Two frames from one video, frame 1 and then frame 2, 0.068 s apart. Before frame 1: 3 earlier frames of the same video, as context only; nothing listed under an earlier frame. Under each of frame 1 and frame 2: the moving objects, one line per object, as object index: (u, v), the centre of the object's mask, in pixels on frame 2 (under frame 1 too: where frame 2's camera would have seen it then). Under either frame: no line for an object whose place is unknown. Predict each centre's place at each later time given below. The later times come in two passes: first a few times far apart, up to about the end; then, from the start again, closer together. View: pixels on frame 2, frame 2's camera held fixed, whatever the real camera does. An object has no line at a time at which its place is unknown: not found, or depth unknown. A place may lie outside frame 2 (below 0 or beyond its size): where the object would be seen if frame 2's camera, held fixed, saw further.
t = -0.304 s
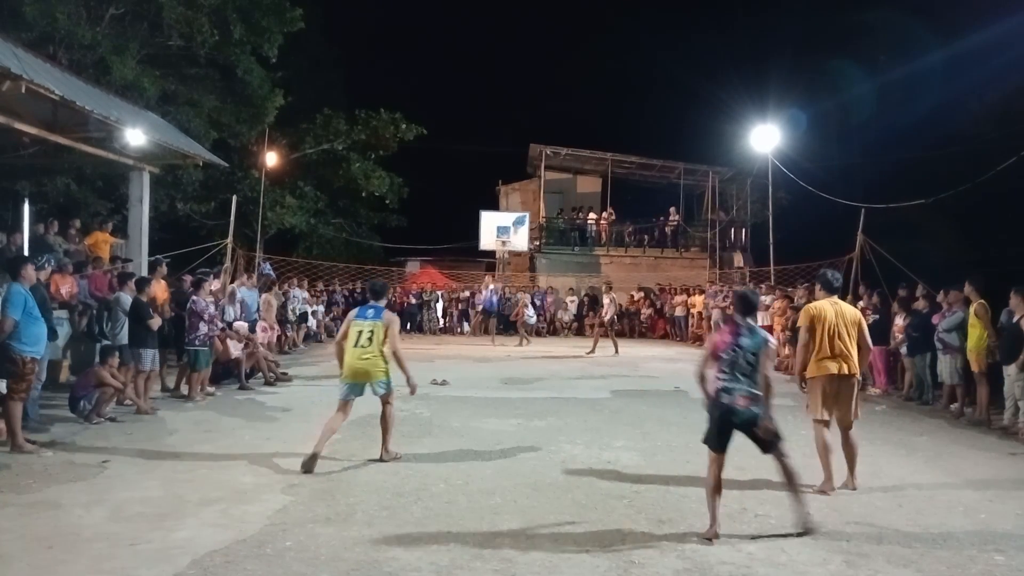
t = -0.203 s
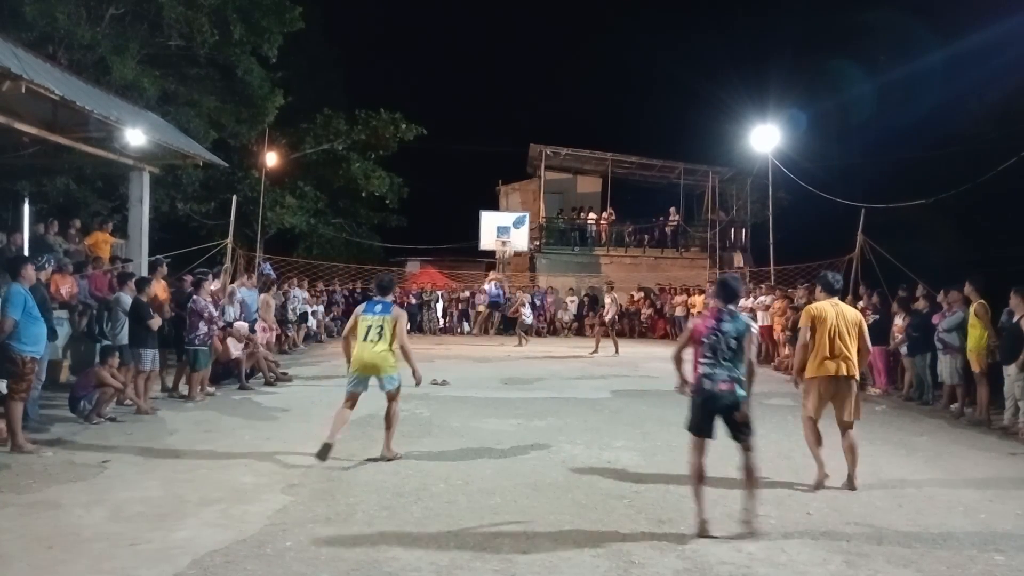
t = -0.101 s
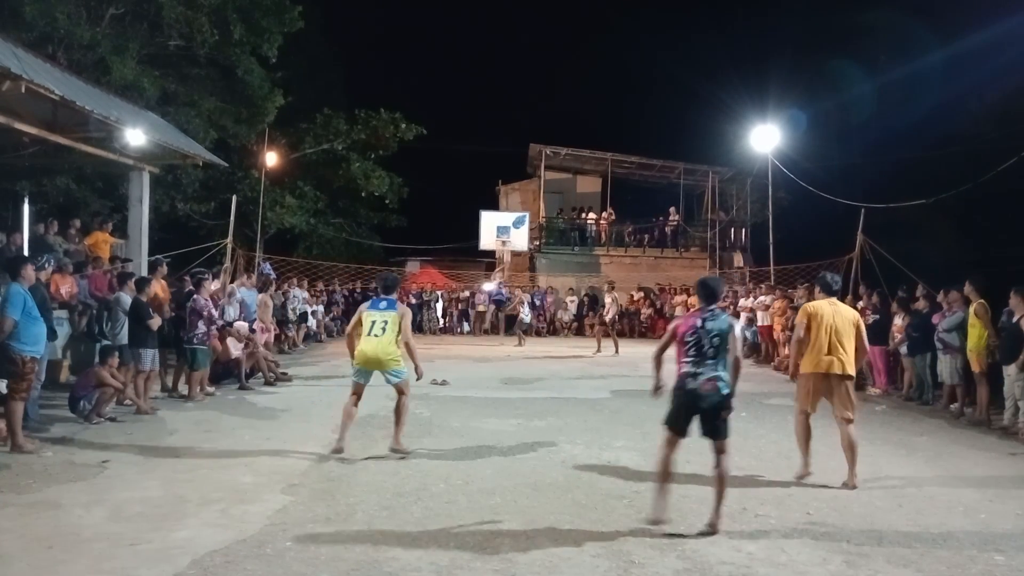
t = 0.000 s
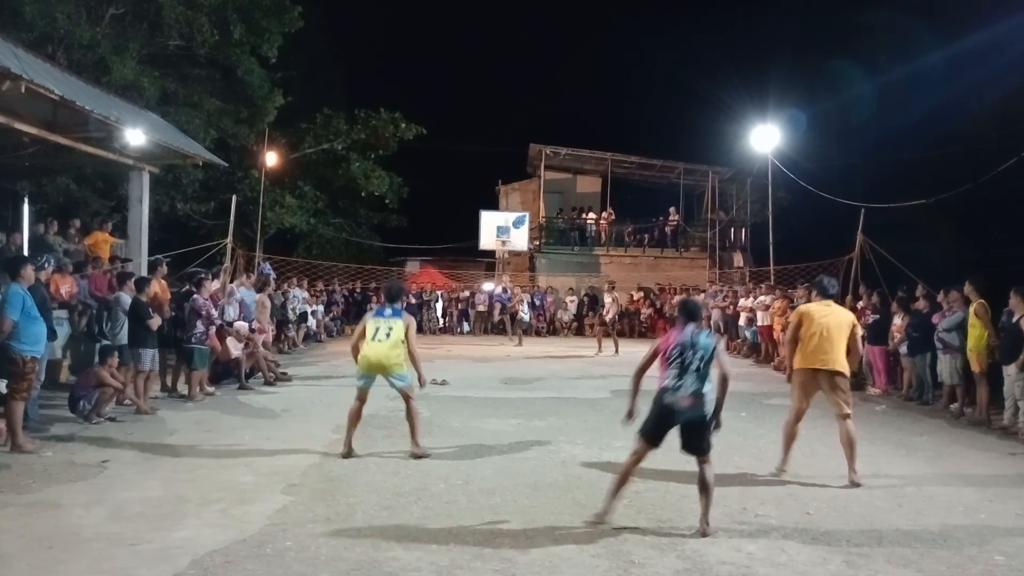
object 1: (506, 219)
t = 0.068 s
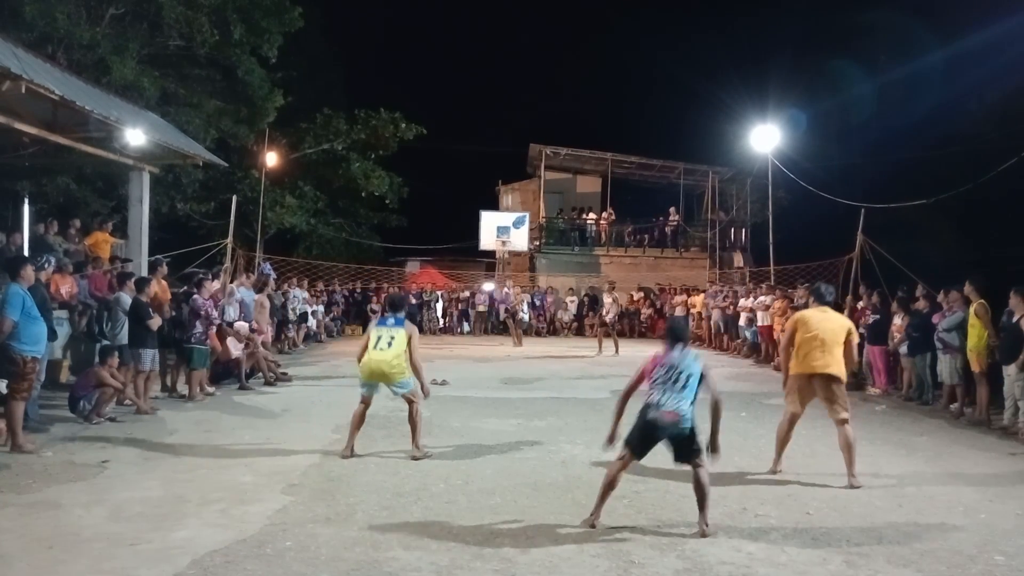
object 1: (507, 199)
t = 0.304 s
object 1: (506, 126)
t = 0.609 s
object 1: (506, 49)
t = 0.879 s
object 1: (509, 14)
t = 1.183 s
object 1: (520, 63)
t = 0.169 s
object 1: (507, 167)
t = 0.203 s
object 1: (507, 157)
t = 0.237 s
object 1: (506, 146)
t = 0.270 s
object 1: (506, 136)
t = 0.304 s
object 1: (506, 126)
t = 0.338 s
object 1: (506, 116)
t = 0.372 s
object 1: (506, 107)
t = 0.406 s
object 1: (505, 98)
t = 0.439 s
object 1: (505, 89)
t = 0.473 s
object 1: (505, 80)
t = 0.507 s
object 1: (505, 71)
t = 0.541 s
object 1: (506, 64)
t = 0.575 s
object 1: (506, 56)
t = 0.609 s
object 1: (506, 49)
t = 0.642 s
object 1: (506, 42)
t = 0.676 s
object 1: (507, 36)
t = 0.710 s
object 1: (507, 31)
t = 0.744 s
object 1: (507, 26)
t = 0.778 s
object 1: (508, 21)
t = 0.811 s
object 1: (508, 18)
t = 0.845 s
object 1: (509, 16)
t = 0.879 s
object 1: (509, 14)
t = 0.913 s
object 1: (510, 14)
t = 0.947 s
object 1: (511, 14)
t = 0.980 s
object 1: (511, 16)
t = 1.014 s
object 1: (512, 19)
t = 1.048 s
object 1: (513, 24)
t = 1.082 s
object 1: (515, 30)
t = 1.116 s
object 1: (516, 39)
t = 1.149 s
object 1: (518, 49)
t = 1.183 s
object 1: (520, 63)
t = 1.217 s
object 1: (522, 78)
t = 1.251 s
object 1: (524, 98)
